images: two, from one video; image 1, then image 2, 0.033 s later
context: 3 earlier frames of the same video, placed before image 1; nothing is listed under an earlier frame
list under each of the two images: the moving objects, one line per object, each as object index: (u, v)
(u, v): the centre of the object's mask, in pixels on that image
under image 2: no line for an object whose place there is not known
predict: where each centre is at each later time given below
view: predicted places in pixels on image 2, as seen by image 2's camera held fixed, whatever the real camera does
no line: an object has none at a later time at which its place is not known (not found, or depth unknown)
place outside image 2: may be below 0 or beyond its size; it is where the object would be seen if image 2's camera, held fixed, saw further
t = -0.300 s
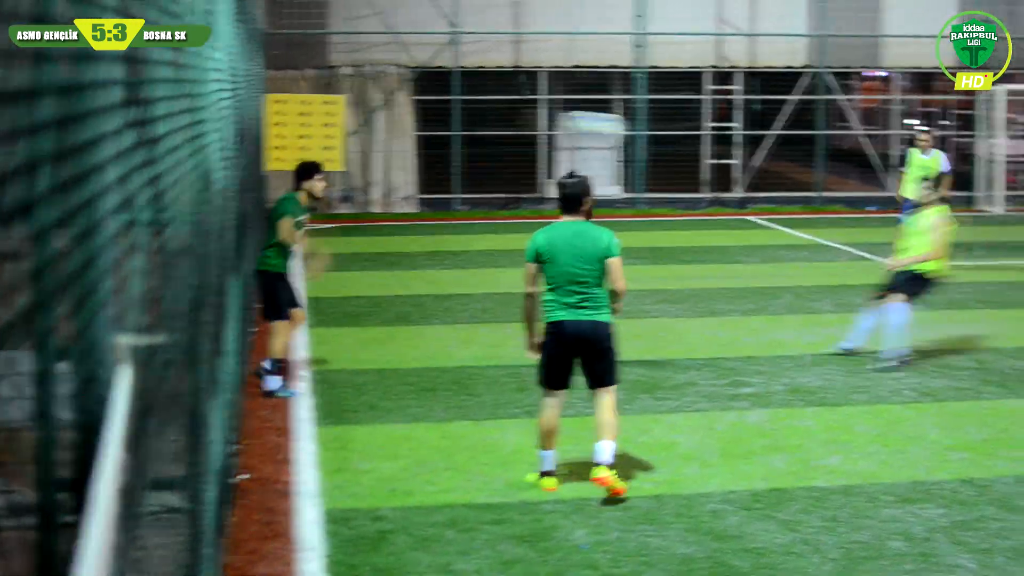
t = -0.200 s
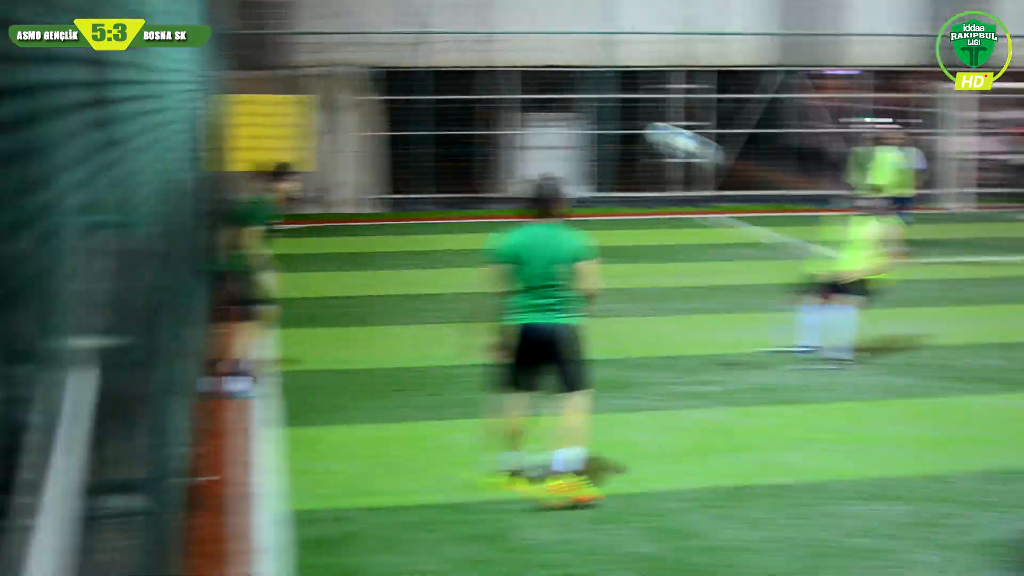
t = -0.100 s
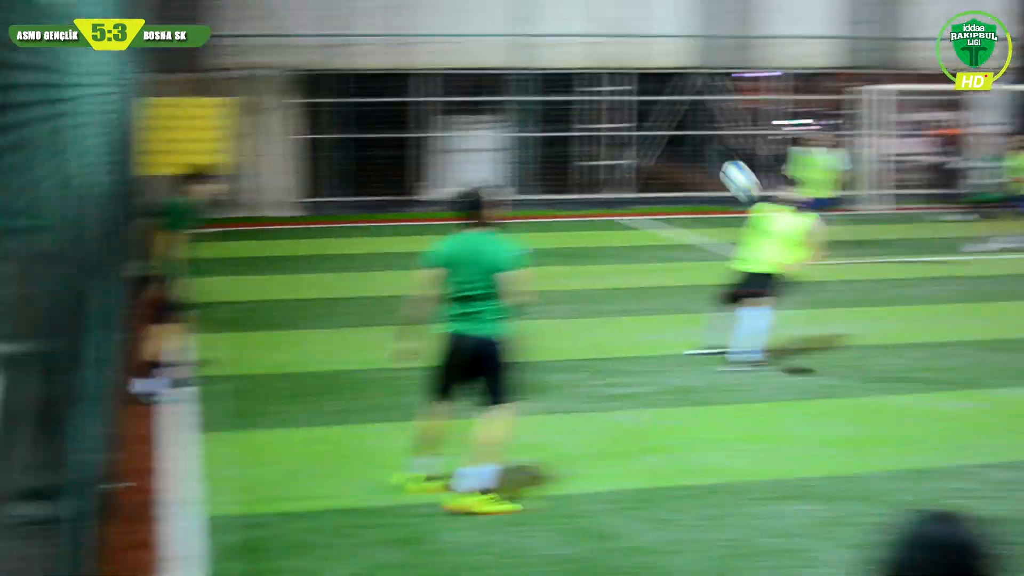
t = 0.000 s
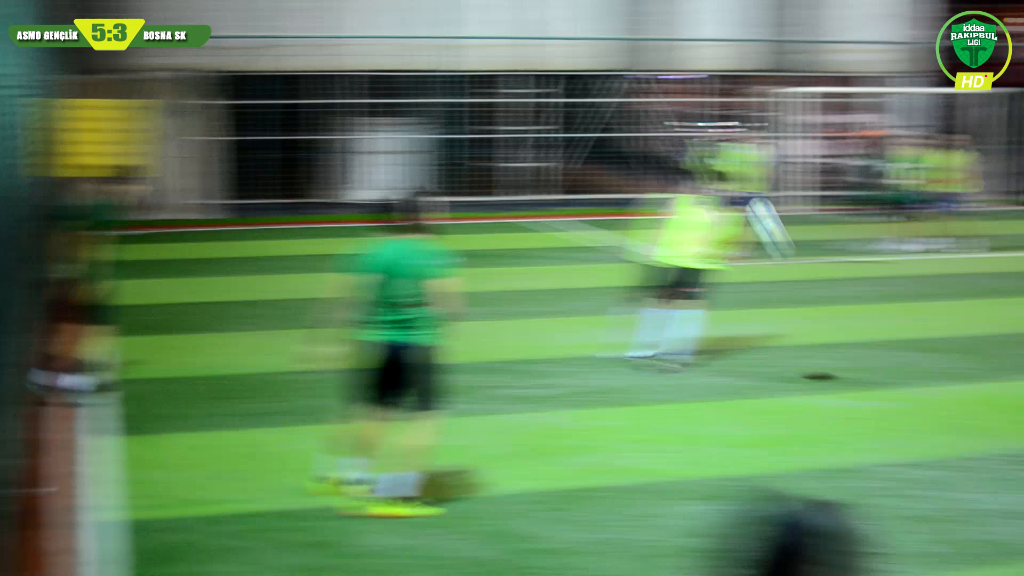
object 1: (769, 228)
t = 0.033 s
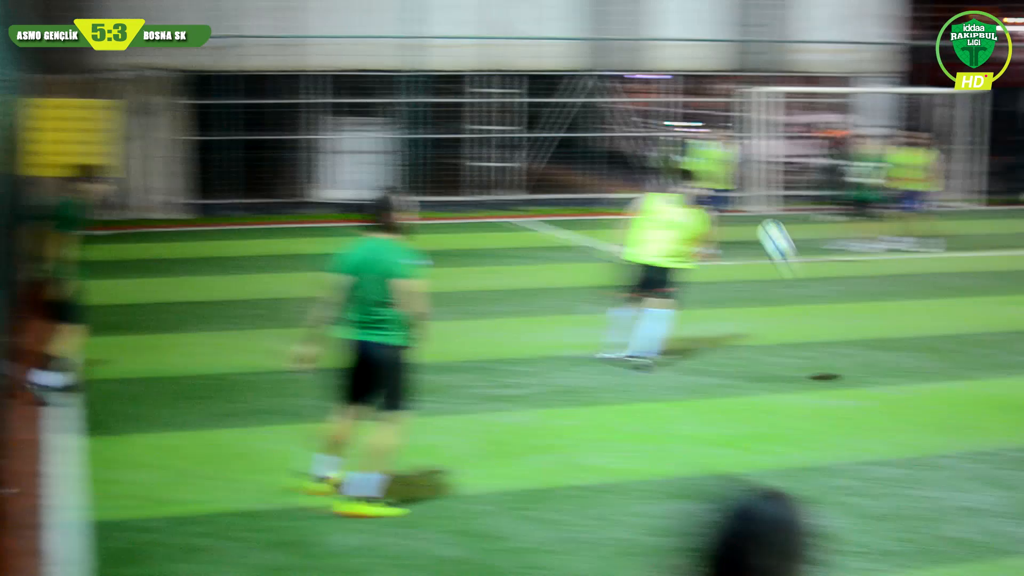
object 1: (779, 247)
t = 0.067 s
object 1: (818, 264)
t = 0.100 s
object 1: (859, 289)
